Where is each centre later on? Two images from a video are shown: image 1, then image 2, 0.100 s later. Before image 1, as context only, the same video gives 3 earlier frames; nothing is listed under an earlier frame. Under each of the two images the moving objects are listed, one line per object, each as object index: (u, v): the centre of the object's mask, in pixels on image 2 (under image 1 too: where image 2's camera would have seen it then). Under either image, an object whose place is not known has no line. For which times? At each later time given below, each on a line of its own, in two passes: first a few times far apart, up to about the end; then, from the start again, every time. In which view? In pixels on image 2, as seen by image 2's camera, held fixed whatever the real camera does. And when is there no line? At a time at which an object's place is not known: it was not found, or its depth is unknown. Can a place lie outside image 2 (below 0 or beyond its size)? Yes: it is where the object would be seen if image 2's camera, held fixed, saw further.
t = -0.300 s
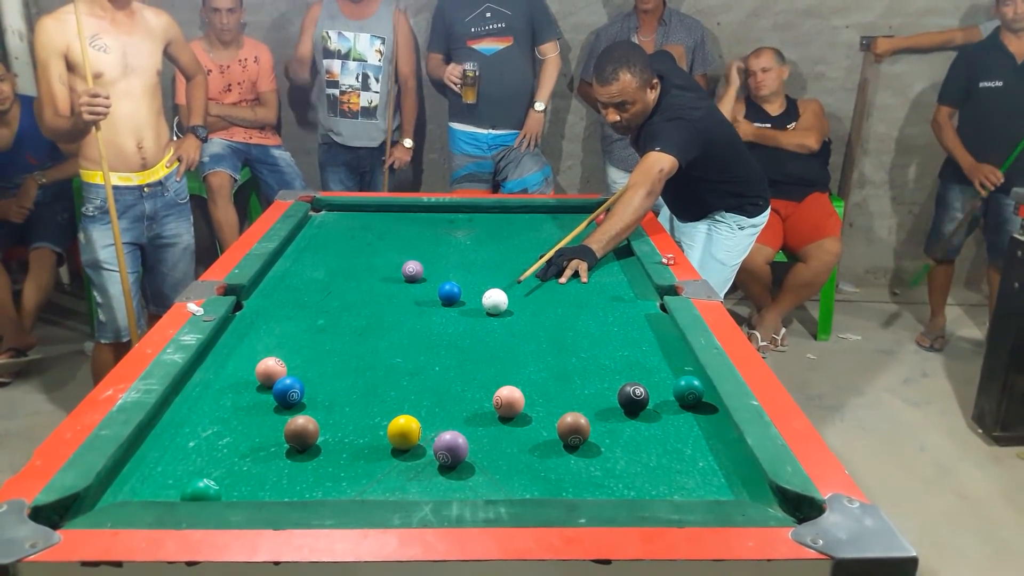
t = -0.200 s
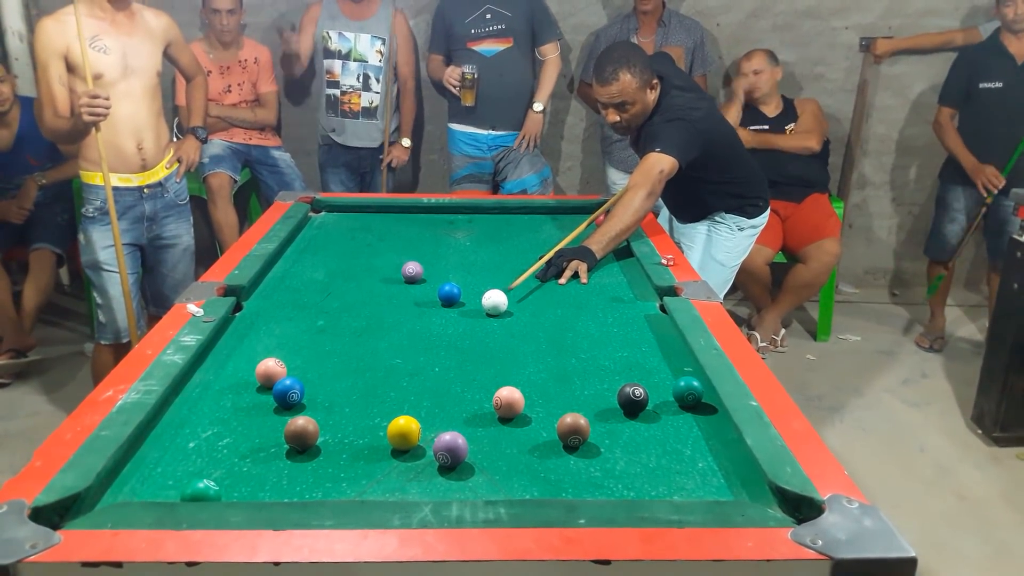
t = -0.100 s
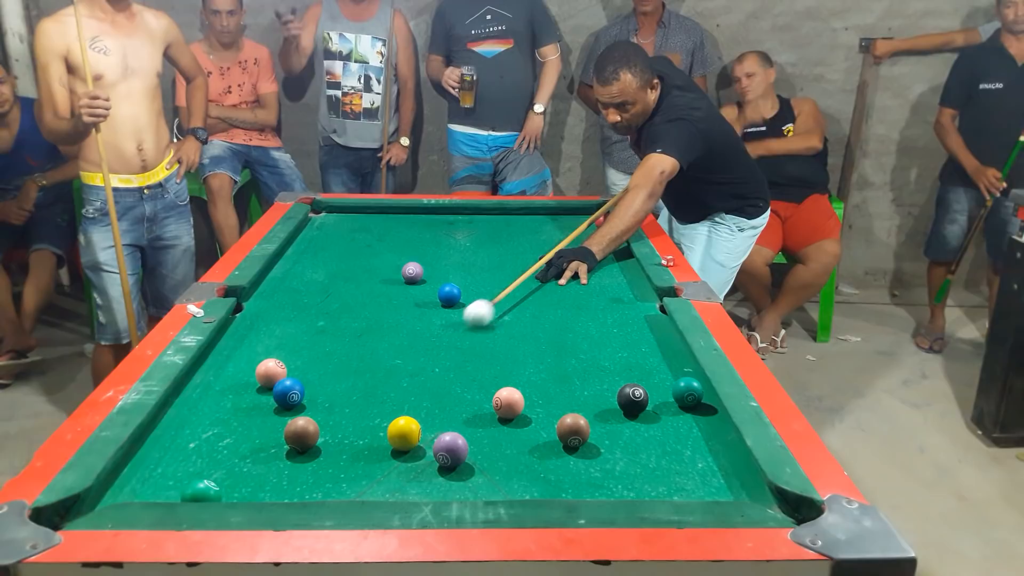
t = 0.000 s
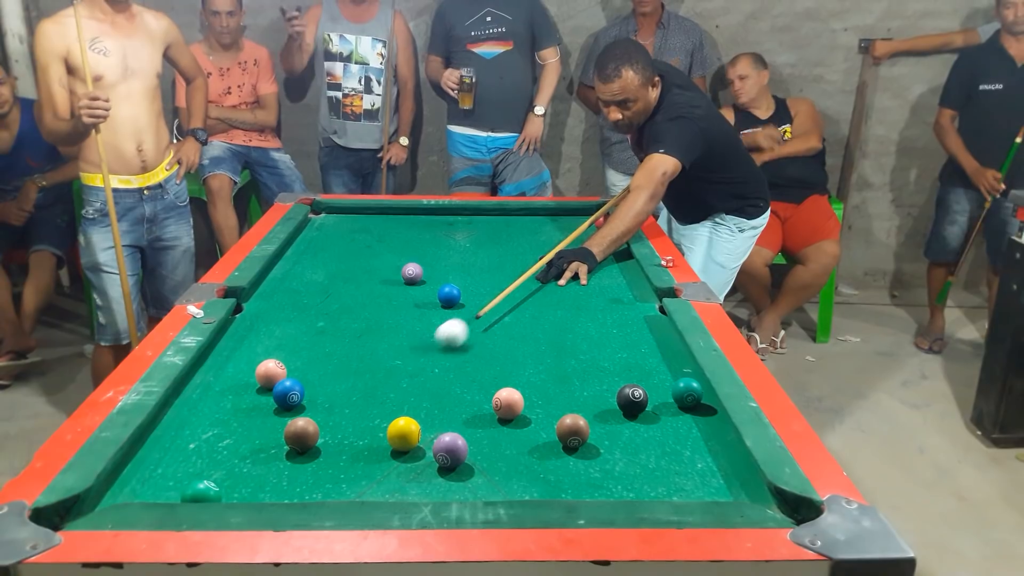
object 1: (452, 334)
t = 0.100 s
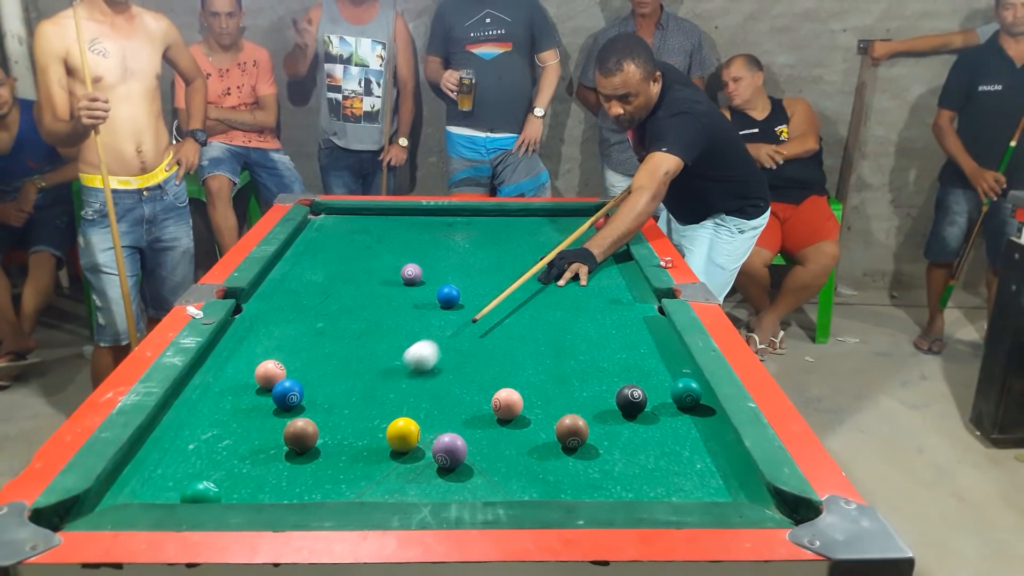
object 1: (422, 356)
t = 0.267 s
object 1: (364, 399)
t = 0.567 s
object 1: (327, 463)
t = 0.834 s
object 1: (326, 481)
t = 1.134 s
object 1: (349, 438)
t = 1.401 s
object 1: (364, 407)
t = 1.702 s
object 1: (378, 379)
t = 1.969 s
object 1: (387, 359)
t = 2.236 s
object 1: (394, 343)
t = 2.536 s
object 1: (401, 329)
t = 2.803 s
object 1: (406, 318)
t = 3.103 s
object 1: (411, 308)
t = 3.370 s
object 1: (414, 302)
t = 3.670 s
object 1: (417, 296)
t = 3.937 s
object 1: (420, 293)
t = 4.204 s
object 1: (423, 291)
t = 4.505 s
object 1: (425, 290)
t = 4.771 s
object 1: (425, 290)
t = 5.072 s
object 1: (425, 291)
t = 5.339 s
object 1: (425, 291)
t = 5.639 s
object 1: (425, 290)
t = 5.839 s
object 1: (425, 291)
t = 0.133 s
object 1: (412, 363)
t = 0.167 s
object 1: (400, 372)
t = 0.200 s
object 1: (389, 380)
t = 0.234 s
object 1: (376, 390)
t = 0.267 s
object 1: (364, 399)
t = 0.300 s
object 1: (351, 409)
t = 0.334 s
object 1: (338, 419)
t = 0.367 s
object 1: (334, 426)
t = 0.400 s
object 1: (335, 431)
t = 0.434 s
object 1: (333, 437)
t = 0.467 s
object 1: (331, 444)
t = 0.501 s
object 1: (330, 450)
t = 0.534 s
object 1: (328, 457)
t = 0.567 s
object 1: (327, 463)
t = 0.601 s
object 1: (325, 470)
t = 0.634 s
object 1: (323, 478)
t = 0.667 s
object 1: (321, 483)
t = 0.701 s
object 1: (319, 487)
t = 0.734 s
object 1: (318, 490)
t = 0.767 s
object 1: (321, 488)
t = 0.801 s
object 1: (324, 485)
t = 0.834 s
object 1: (326, 481)
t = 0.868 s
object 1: (329, 477)
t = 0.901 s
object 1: (332, 471)
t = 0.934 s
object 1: (335, 466)
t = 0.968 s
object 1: (337, 461)
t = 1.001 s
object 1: (340, 456)
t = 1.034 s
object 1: (342, 452)
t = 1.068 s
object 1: (345, 447)
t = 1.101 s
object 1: (347, 442)
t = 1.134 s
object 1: (349, 438)
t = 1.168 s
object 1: (351, 433)
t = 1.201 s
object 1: (353, 429)
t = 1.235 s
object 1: (355, 425)
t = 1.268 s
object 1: (357, 421)
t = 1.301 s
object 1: (359, 418)
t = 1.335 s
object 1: (361, 414)
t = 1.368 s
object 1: (363, 410)
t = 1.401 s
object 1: (364, 407)
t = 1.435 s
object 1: (366, 403)
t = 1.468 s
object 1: (367, 400)
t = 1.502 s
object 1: (369, 397)
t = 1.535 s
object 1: (370, 394)
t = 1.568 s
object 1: (372, 391)
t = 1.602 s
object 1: (373, 388)
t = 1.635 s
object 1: (375, 385)
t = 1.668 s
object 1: (376, 382)
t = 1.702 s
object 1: (378, 379)
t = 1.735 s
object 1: (379, 376)
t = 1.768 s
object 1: (380, 374)
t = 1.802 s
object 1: (382, 371)
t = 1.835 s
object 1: (382, 369)
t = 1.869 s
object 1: (384, 366)
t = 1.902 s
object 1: (385, 364)
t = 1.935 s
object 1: (386, 362)
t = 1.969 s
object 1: (387, 359)
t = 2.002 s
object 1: (388, 357)
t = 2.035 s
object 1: (389, 355)
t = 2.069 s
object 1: (390, 353)
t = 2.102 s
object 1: (391, 351)
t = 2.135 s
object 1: (392, 349)
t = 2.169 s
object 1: (393, 347)
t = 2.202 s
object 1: (393, 345)
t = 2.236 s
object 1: (394, 343)
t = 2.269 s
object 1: (395, 342)
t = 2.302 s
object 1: (396, 340)
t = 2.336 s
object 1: (397, 338)
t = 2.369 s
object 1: (398, 336)
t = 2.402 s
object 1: (398, 335)
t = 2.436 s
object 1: (399, 333)
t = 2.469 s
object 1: (400, 332)
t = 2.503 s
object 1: (401, 330)
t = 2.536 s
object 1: (401, 329)
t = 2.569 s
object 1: (402, 327)
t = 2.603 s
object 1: (403, 326)
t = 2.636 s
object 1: (403, 325)
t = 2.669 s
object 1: (404, 323)
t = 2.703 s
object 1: (405, 322)
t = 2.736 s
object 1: (405, 320)
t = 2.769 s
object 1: (406, 319)
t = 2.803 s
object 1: (406, 318)
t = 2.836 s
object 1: (407, 317)
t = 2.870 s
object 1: (407, 316)
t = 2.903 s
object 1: (408, 315)
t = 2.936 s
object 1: (408, 313)
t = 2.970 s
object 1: (409, 312)
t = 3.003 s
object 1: (409, 311)
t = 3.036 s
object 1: (410, 311)
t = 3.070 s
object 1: (410, 310)
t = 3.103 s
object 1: (411, 308)
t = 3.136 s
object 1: (411, 307)
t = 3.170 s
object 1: (412, 306)
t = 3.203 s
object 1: (412, 306)
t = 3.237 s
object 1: (412, 305)
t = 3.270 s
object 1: (413, 304)
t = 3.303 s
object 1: (413, 303)
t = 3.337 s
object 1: (413, 303)
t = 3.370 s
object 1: (414, 302)
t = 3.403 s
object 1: (414, 301)
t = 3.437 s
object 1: (414, 300)
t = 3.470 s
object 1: (415, 300)
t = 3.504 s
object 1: (415, 299)
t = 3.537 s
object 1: (416, 298)
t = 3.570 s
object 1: (416, 298)
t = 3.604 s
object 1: (416, 297)
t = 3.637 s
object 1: (417, 297)
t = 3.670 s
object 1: (417, 296)
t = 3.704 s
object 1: (417, 296)
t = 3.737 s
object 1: (417, 295)
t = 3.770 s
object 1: (417, 295)
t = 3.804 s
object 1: (418, 294)
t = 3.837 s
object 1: (418, 294)
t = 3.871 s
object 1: (419, 293)
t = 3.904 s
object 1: (419, 293)
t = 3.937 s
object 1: (420, 293)
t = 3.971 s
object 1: (420, 292)
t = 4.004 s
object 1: (421, 292)
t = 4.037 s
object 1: (421, 292)
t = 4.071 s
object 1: (421, 292)
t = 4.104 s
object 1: (422, 291)
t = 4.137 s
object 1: (422, 291)
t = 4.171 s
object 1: (422, 291)
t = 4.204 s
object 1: (423, 291)
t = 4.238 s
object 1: (423, 291)
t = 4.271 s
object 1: (423, 291)
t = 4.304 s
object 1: (423, 291)
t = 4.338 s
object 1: (424, 290)
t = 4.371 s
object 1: (424, 290)
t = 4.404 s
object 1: (424, 290)
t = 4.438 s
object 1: (424, 290)
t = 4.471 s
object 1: (425, 290)
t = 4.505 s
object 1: (425, 290)
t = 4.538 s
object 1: (425, 290)
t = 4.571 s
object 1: (425, 290)
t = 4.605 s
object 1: (425, 290)
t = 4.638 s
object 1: (425, 290)
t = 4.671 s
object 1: (425, 290)
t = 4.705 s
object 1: (425, 290)
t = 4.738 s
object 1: (425, 290)
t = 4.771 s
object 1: (425, 290)
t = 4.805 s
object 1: (425, 290)
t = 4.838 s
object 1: (425, 290)
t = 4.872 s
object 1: (425, 290)
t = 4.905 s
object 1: (425, 290)
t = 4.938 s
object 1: (425, 290)
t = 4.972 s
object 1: (425, 291)
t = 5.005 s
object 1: (425, 291)
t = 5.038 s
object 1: (425, 291)
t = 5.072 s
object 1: (425, 291)
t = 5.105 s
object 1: (425, 291)
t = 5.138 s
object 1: (425, 291)
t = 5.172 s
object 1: (425, 291)
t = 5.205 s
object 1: (425, 291)
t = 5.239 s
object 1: (425, 291)
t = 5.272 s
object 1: (425, 291)
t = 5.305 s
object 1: (425, 291)
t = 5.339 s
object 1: (425, 291)
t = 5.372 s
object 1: (425, 291)
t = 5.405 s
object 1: (425, 291)
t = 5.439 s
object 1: (425, 291)
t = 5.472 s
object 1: (425, 291)
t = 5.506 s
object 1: (425, 291)
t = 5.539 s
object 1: (425, 291)
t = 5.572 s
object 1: (425, 291)
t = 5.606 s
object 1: (425, 291)
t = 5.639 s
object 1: (425, 290)
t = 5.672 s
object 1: (425, 291)
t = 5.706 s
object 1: (425, 291)
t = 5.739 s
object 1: (425, 291)
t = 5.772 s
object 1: (425, 291)
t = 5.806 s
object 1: (425, 290)
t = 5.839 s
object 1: (425, 291)
